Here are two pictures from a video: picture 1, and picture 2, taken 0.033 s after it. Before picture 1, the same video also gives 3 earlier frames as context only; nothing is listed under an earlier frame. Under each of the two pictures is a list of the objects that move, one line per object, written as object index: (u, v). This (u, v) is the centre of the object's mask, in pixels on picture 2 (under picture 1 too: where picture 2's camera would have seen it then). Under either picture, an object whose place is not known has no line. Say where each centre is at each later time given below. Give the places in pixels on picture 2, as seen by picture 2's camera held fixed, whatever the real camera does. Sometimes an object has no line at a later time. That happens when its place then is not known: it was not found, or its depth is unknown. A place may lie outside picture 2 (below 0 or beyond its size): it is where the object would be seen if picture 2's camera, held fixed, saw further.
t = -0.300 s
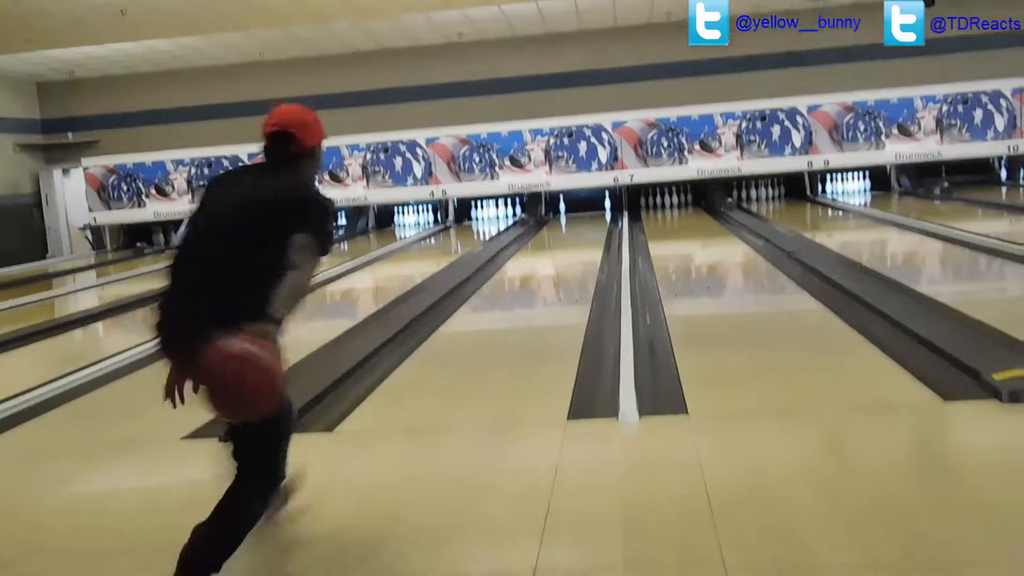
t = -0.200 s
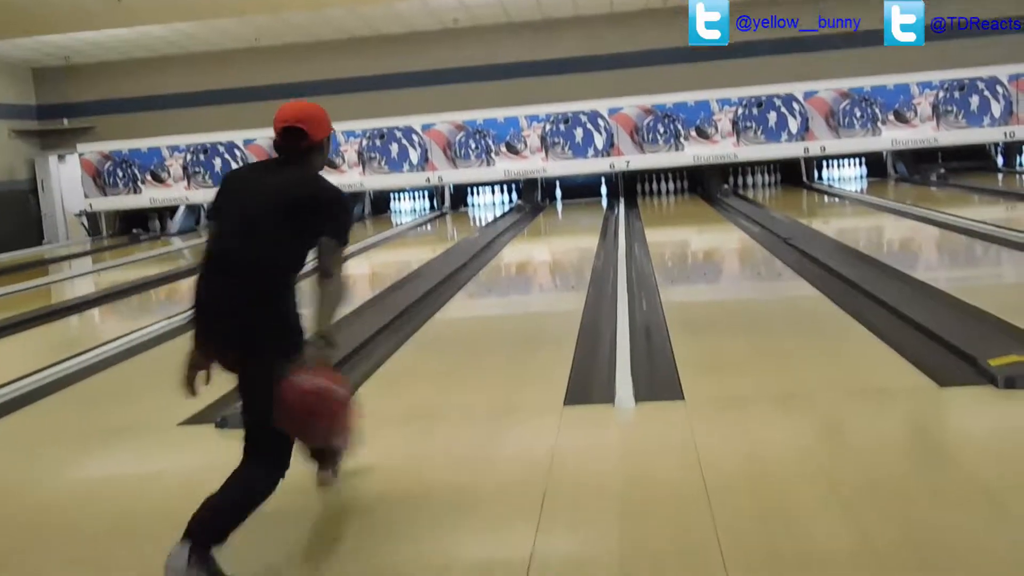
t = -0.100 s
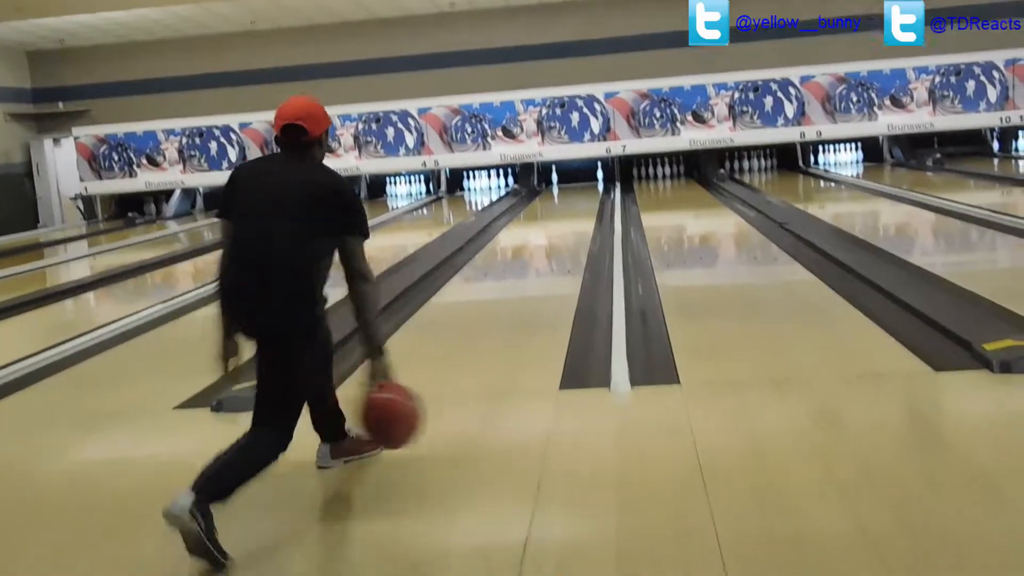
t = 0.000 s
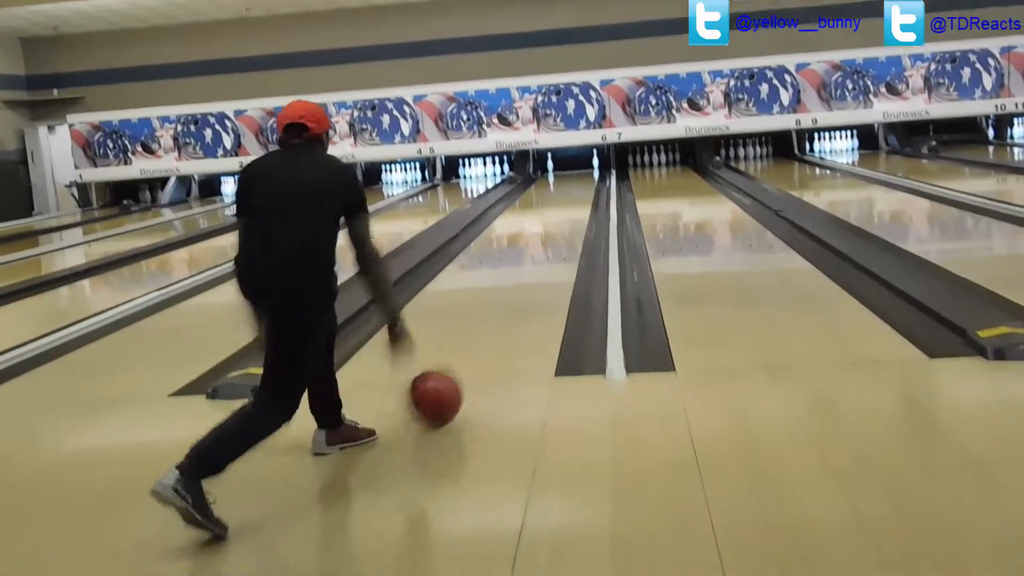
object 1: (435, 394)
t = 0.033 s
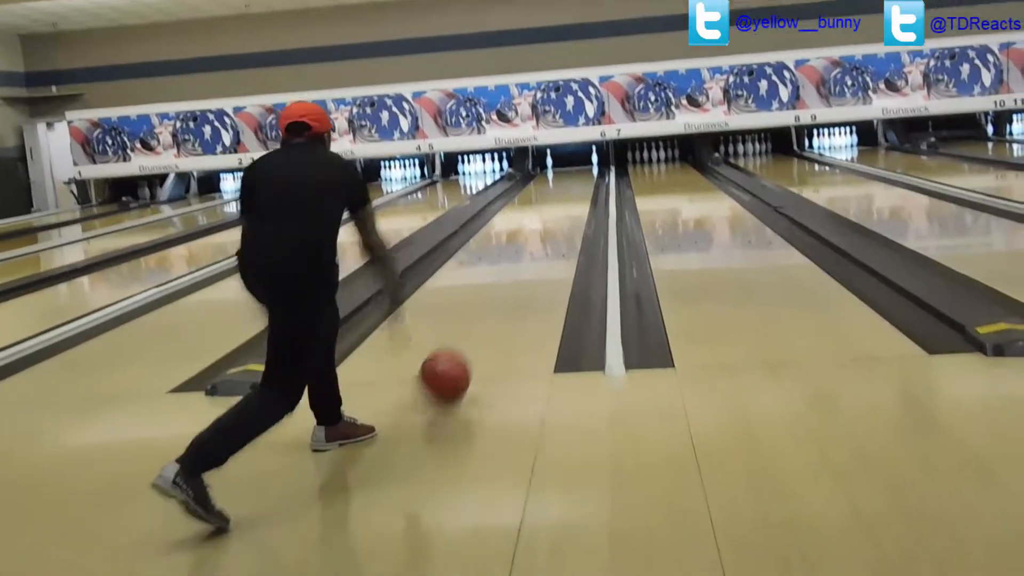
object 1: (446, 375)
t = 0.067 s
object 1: (455, 362)
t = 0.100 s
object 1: (463, 352)
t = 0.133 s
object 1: (471, 340)
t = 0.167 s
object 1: (478, 330)
